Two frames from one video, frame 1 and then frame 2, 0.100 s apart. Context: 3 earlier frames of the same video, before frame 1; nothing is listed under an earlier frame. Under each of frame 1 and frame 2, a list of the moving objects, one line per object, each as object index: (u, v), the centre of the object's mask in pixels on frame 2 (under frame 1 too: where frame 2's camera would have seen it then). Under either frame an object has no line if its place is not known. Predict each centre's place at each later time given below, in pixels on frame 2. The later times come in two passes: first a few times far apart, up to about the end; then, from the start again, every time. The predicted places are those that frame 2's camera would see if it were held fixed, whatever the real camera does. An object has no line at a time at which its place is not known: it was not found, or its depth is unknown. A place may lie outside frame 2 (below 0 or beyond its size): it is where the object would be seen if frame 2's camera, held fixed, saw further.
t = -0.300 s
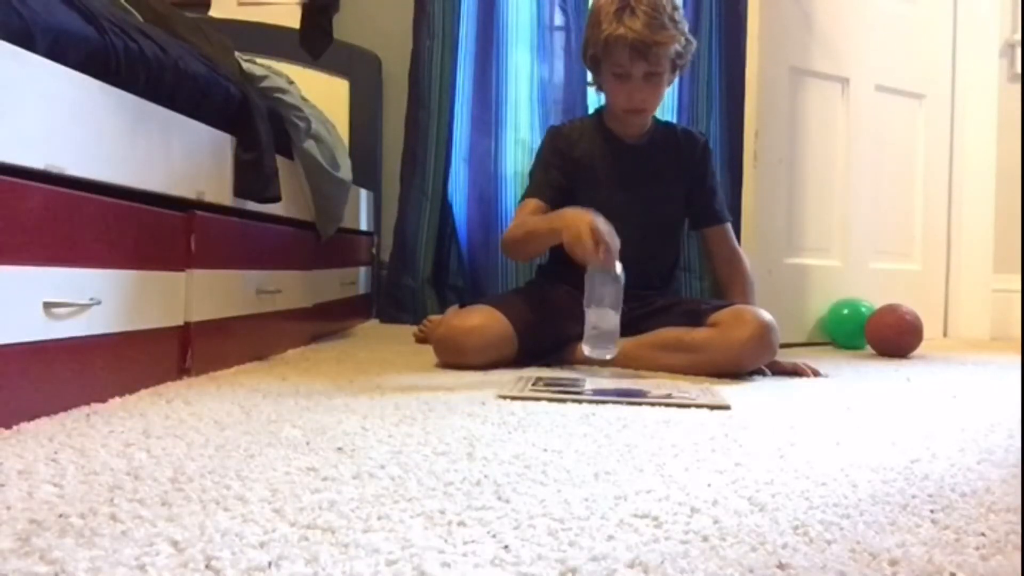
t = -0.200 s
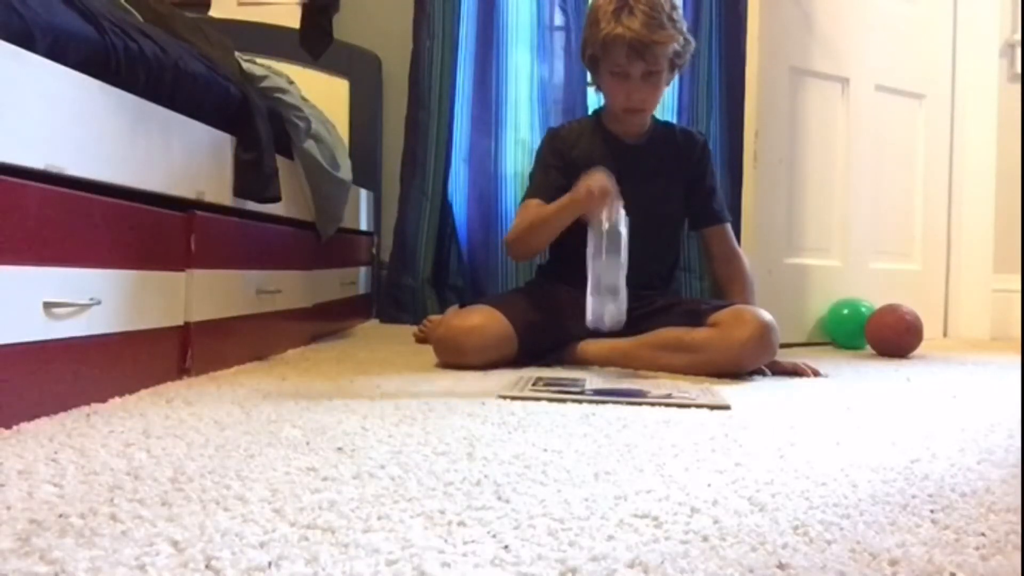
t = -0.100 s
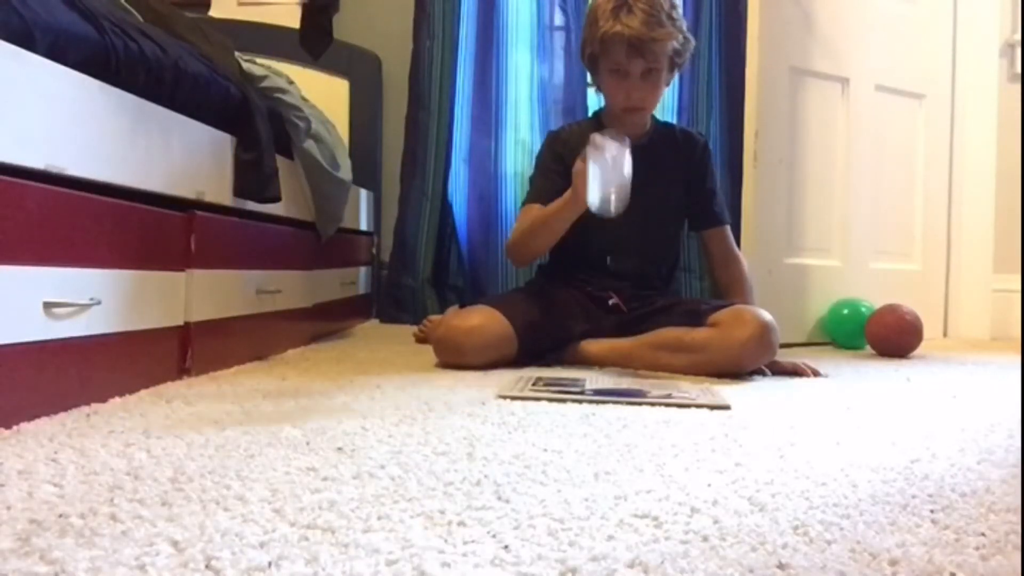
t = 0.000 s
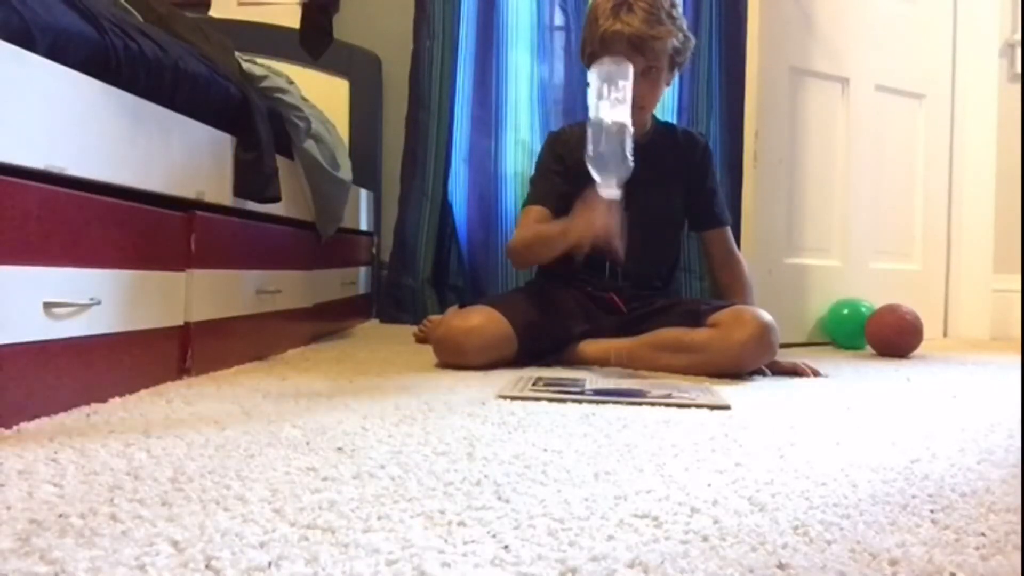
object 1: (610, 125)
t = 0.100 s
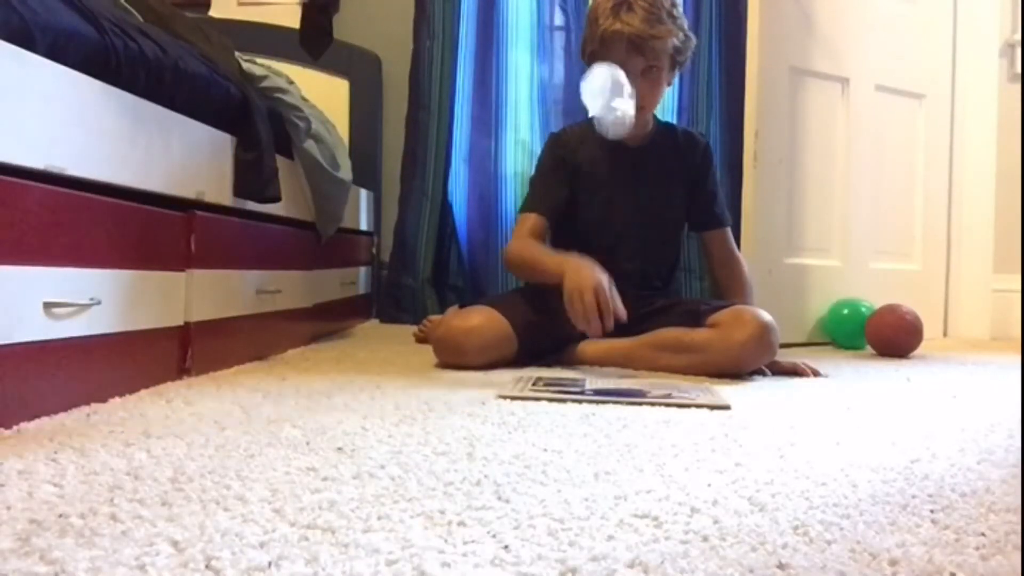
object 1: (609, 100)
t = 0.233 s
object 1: (606, 200)
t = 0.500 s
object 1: (604, 330)
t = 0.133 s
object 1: (609, 113)
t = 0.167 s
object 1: (608, 134)
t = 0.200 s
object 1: (606, 164)
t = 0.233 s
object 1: (606, 200)
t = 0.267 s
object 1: (605, 241)
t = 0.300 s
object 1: (603, 291)
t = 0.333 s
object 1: (602, 330)
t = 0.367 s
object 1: (601, 330)
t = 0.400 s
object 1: (600, 330)
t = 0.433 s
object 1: (601, 331)
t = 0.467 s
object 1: (602, 330)
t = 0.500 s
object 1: (604, 330)
